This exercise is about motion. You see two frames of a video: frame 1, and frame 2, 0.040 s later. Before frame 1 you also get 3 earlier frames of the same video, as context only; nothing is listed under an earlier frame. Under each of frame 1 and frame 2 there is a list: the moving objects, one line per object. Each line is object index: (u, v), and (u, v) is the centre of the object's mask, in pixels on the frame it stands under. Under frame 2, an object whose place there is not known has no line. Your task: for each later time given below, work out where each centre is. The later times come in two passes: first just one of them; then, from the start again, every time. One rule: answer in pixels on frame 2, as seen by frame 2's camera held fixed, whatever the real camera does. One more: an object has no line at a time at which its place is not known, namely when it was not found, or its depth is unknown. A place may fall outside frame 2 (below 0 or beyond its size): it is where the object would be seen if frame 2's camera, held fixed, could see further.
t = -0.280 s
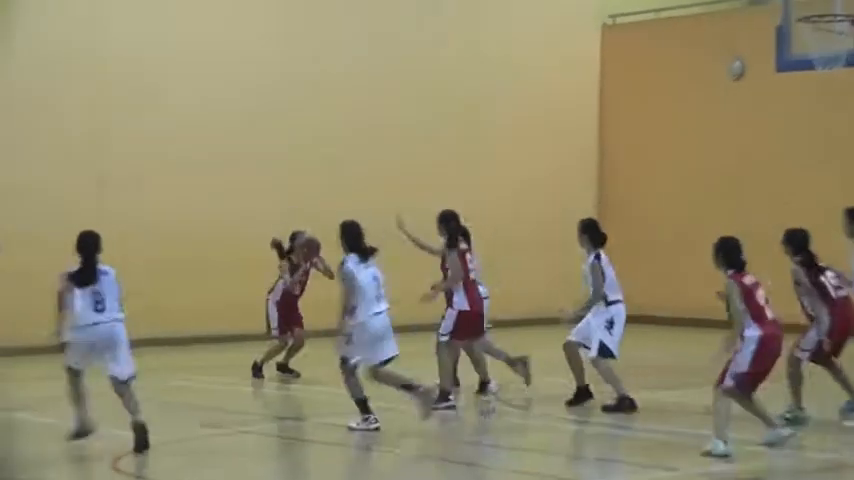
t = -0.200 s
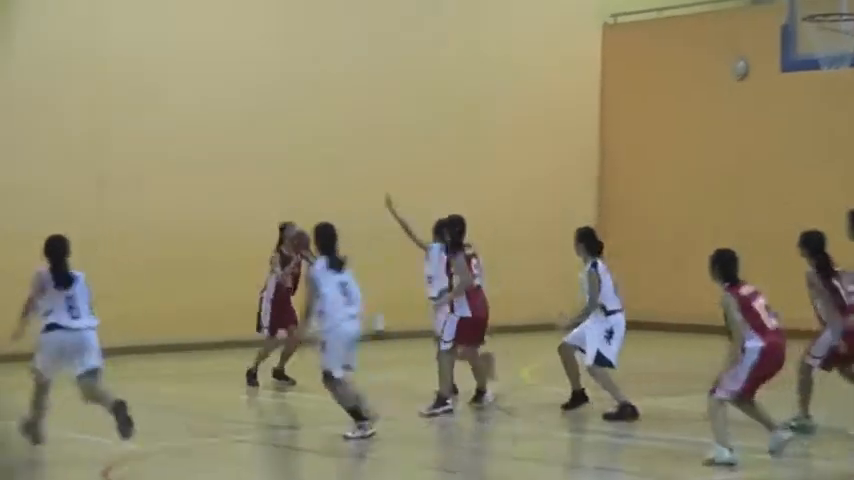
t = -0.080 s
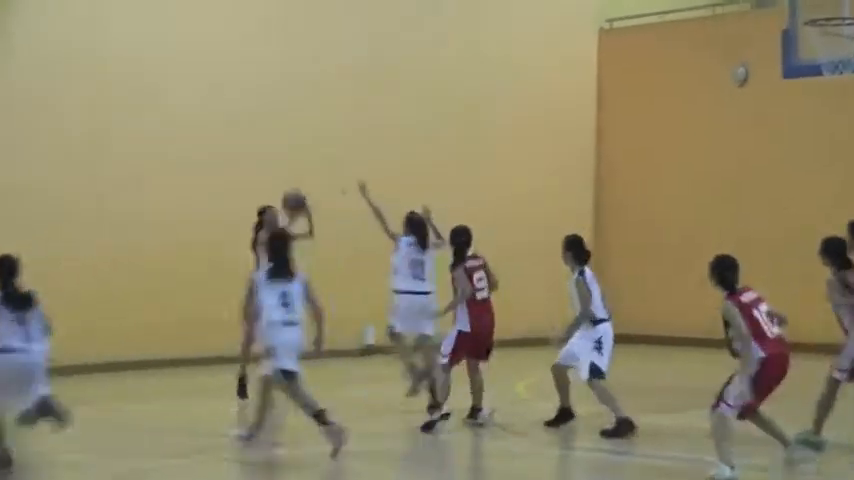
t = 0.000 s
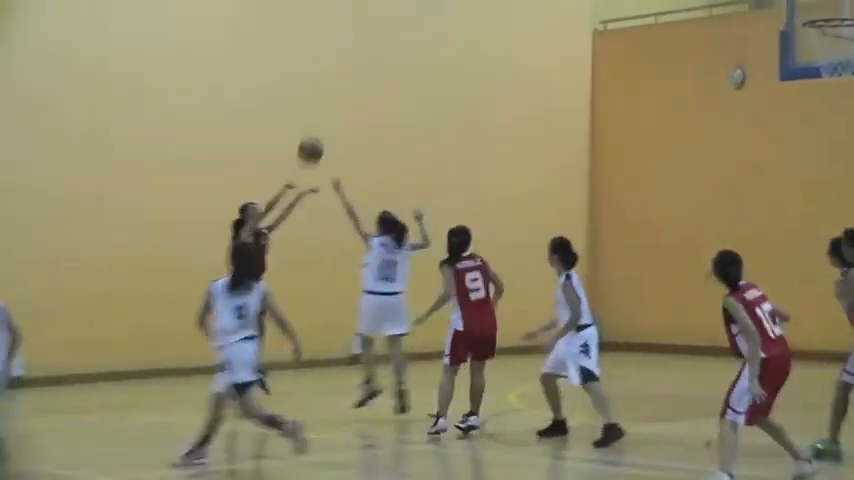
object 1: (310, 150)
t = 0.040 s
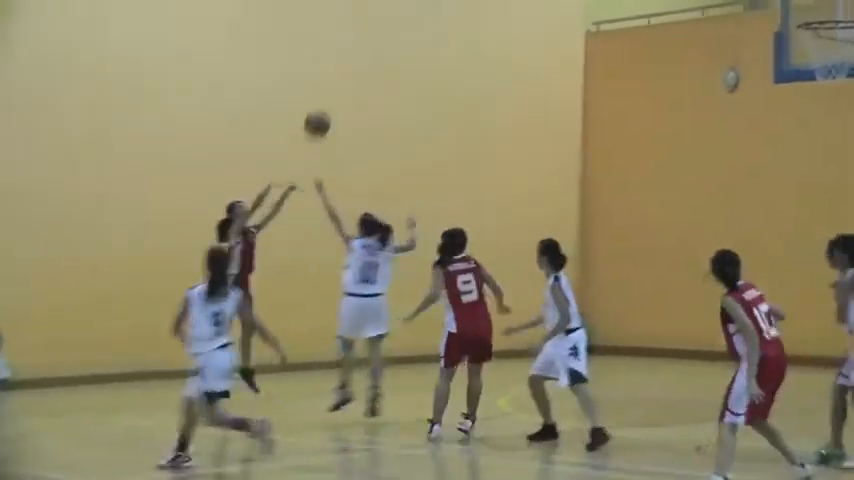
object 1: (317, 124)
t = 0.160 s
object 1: (370, 49)
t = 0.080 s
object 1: (334, 97)
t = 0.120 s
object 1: (353, 73)
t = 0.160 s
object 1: (370, 49)
